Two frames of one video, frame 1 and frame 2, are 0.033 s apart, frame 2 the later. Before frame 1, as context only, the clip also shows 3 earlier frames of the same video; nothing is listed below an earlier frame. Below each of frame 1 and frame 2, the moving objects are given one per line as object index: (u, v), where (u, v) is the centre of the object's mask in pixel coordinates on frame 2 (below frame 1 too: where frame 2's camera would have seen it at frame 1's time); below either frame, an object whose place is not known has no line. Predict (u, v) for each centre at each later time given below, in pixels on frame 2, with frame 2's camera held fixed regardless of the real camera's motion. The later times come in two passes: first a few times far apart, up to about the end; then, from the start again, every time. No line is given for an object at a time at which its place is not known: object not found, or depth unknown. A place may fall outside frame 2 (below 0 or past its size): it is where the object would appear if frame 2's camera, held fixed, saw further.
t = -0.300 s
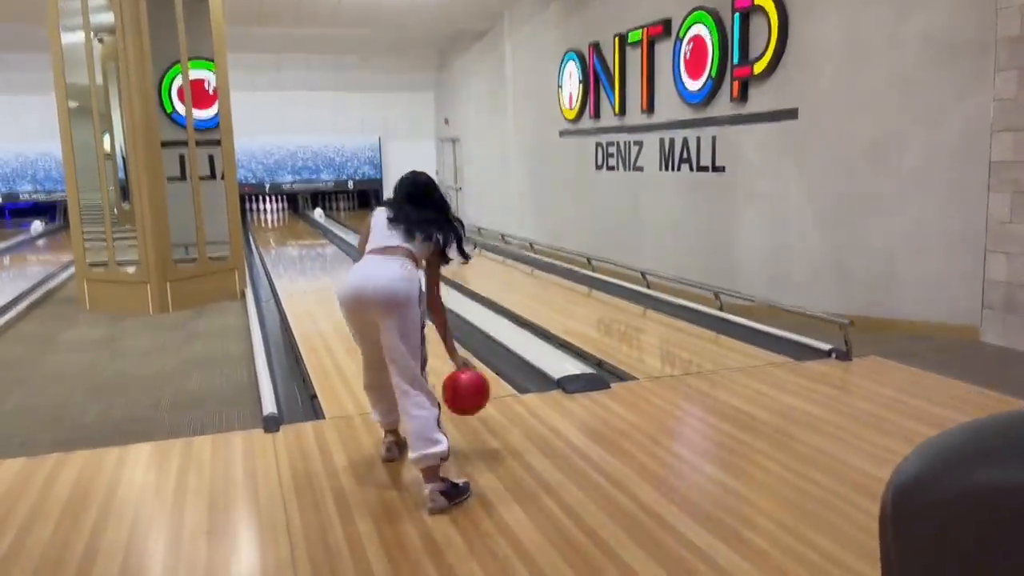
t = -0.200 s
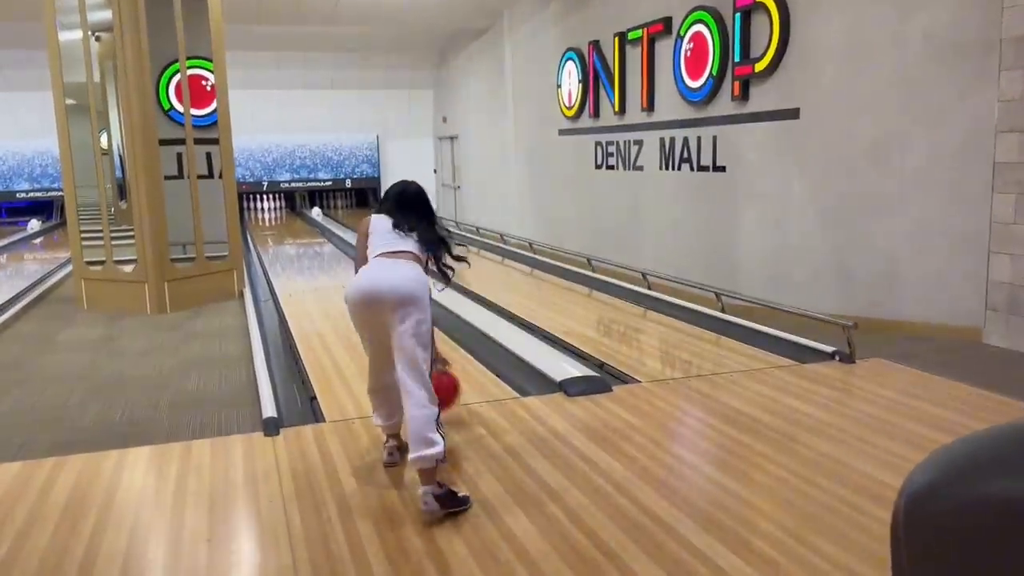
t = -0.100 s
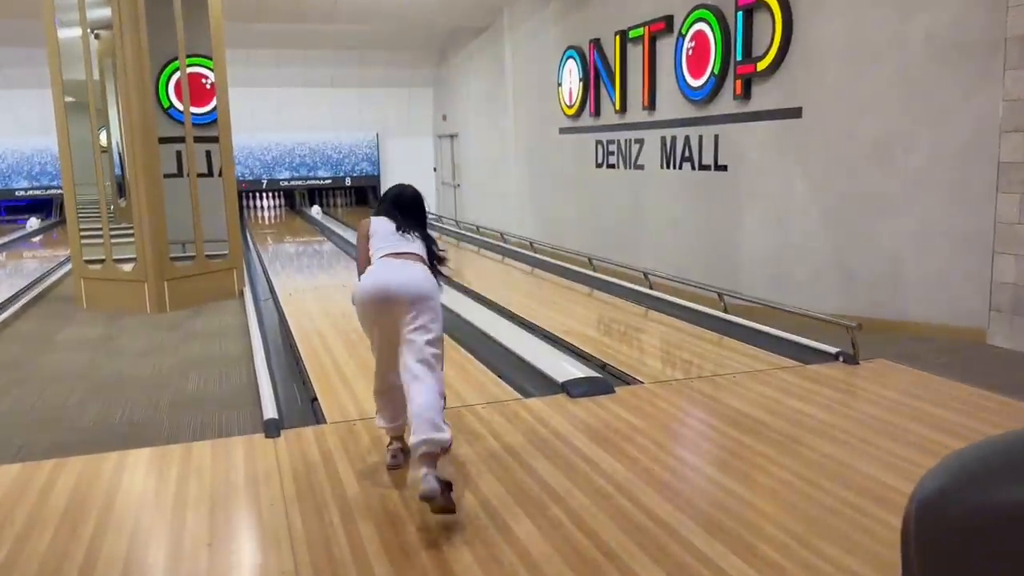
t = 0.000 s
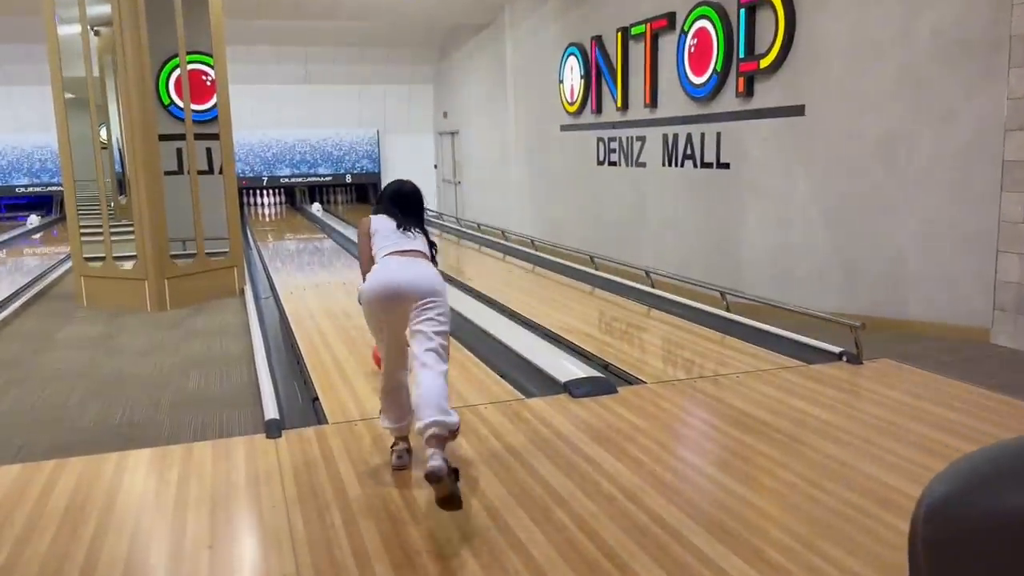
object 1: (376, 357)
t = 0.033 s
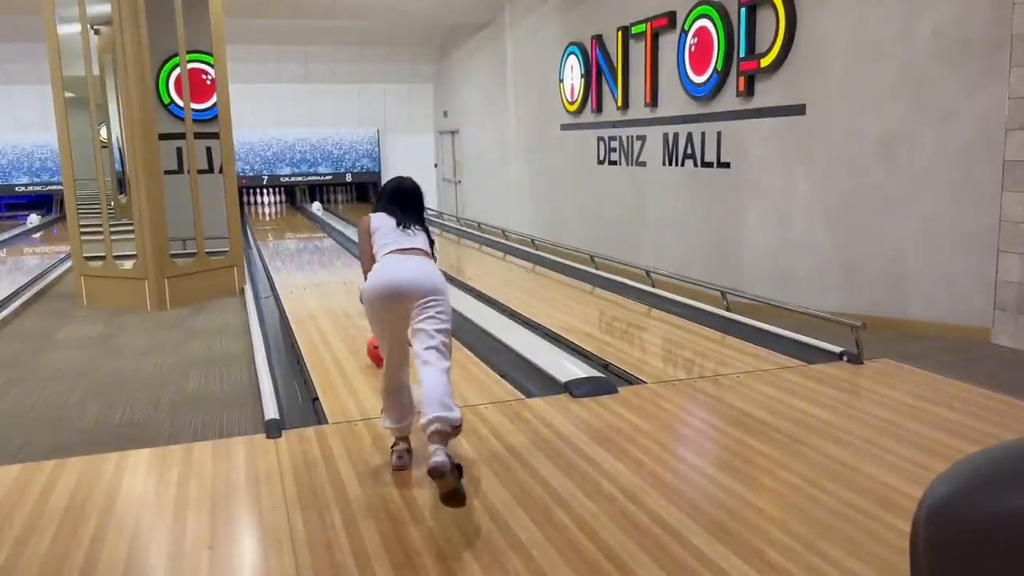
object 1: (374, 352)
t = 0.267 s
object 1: (346, 314)
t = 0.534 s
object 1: (316, 287)
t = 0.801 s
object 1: (294, 269)
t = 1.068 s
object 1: (278, 255)
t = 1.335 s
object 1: (266, 245)
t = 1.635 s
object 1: (253, 236)
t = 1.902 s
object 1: (248, 231)
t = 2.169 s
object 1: (245, 227)
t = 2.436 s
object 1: (244, 223)
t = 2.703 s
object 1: (243, 218)
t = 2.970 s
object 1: (242, 215)
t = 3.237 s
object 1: (241, 212)
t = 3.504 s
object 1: (240, 210)
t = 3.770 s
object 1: (240, 209)
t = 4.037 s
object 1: (240, 211)
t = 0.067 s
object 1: (371, 346)
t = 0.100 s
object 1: (368, 338)
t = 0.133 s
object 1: (364, 333)
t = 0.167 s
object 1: (361, 327)
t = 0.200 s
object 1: (355, 323)
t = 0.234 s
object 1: (350, 318)
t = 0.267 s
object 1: (346, 314)
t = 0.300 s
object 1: (341, 310)
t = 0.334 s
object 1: (337, 307)
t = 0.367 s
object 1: (334, 303)
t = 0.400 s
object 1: (330, 299)
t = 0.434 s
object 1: (326, 296)
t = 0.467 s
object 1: (323, 293)
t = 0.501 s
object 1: (319, 290)
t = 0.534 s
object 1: (316, 287)
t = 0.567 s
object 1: (313, 285)
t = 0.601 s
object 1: (310, 282)
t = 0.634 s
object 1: (307, 279)
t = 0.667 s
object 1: (305, 277)
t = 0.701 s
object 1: (302, 275)
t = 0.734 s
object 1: (299, 273)
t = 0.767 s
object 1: (297, 271)
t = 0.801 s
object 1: (294, 269)
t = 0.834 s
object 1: (292, 266)
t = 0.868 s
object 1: (290, 265)
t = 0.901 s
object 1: (288, 263)
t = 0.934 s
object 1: (285, 261)
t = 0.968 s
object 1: (284, 260)
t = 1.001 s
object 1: (282, 258)
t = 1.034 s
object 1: (280, 257)
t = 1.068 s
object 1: (278, 255)
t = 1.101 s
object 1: (276, 254)
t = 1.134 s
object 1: (275, 253)
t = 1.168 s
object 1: (273, 251)
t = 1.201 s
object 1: (271, 250)
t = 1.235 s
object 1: (270, 248)
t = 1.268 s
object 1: (269, 247)
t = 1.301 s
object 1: (267, 246)
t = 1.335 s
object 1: (266, 245)
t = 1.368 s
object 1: (265, 243)
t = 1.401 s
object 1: (264, 242)
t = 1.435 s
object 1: (261, 241)
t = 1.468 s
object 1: (261, 240)
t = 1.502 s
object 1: (260, 239)
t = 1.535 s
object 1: (258, 238)
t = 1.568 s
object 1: (257, 237)
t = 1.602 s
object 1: (256, 237)
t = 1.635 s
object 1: (253, 236)
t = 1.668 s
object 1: (252, 237)
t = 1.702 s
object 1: (250, 236)
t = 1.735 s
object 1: (249, 236)
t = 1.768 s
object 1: (249, 235)
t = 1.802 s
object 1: (249, 234)
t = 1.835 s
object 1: (249, 233)
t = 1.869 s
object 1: (249, 232)
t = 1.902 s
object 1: (248, 231)
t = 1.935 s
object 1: (247, 231)
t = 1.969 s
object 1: (247, 231)
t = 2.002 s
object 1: (247, 231)
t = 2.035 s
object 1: (246, 229)
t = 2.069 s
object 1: (246, 228)
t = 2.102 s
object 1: (246, 228)
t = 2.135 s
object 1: (245, 228)
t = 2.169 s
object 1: (245, 227)
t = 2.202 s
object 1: (245, 227)
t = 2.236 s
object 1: (245, 226)
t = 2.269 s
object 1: (245, 225)
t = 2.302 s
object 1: (245, 225)
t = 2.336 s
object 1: (244, 225)
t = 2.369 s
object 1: (244, 224)
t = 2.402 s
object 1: (244, 223)
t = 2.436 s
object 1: (244, 223)
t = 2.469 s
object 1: (244, 222)
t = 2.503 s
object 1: (244, 221)
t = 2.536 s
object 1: (244, 221)
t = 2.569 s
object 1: (243, 220)
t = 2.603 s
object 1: (243, 219)
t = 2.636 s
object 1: (243, 219)
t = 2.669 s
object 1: (243, 218)
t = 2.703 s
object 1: (243, 218)
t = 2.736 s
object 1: (243, 217)
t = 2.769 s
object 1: (243, 217)
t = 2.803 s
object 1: (243, 217)
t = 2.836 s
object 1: (242, 216)
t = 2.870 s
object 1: (242, 216)
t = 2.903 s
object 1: (242, 216)
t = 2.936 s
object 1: (242, 215)
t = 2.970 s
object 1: (242, 215)
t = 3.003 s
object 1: (241, 214)
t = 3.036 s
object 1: (241, 214)
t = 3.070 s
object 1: (241, 214)
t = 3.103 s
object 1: (241, 213)
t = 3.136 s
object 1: (241, 213)
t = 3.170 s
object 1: (241, 212)
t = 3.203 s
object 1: (241, 212)
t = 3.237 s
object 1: (241, 212)
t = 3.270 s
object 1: (241, 212)
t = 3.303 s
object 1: (241, 211)
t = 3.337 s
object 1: (240, 211)
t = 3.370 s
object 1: (240, 211)
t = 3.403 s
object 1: (240, 211)
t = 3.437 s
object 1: (240, 210)
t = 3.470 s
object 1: (240, 210)
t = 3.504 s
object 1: (240, 210)
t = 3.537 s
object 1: (240, 210)
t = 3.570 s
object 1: (240, 210)
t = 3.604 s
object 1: (240, 209)
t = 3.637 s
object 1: (240, 209)
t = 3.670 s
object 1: (240, 209)
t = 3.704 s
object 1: (240, 209)
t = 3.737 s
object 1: (240, 209)
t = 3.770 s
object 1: (240, 209)
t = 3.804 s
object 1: (240, 210)
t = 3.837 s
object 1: (240, 210)
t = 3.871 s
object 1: (240, 210)
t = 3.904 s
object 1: (240, 210)
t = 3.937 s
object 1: (240, 210)
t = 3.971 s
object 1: (240, 211)
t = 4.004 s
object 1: (239, 211)
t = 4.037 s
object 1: (240, 211)
